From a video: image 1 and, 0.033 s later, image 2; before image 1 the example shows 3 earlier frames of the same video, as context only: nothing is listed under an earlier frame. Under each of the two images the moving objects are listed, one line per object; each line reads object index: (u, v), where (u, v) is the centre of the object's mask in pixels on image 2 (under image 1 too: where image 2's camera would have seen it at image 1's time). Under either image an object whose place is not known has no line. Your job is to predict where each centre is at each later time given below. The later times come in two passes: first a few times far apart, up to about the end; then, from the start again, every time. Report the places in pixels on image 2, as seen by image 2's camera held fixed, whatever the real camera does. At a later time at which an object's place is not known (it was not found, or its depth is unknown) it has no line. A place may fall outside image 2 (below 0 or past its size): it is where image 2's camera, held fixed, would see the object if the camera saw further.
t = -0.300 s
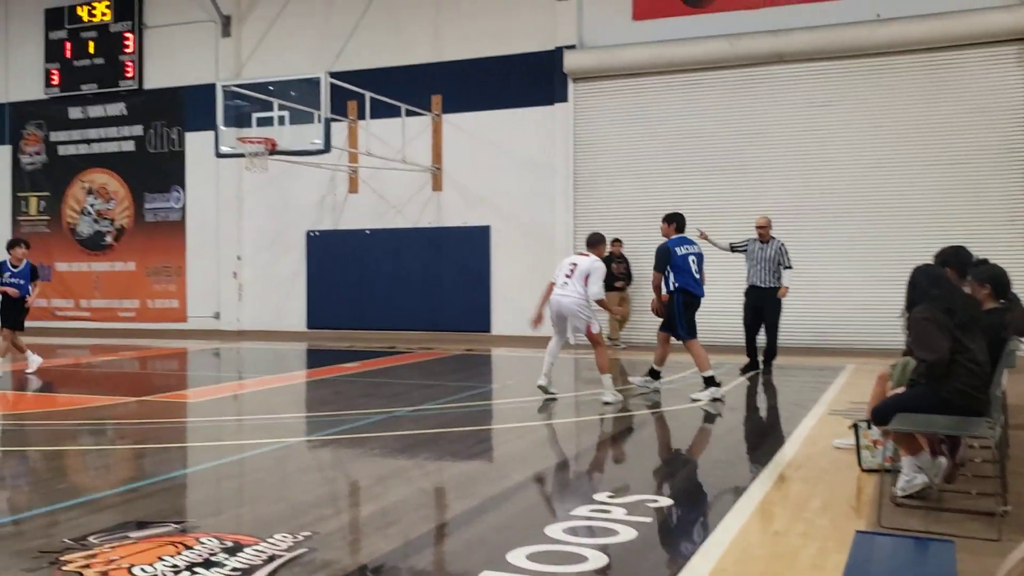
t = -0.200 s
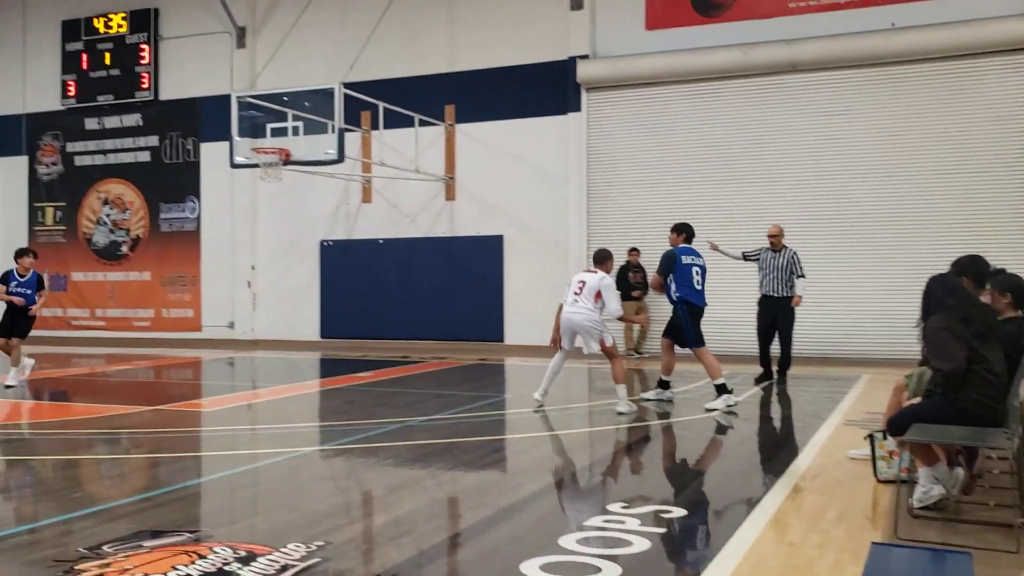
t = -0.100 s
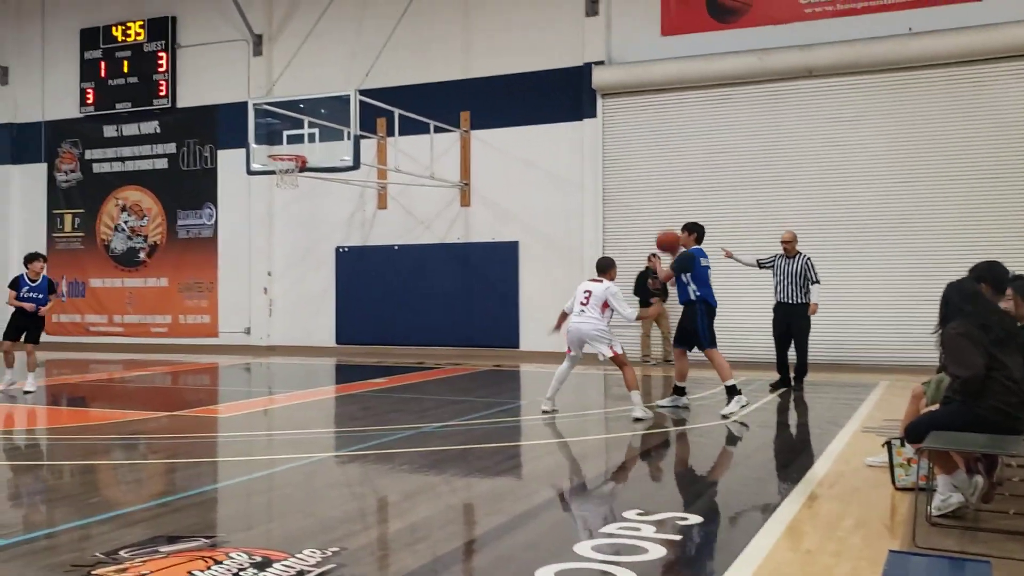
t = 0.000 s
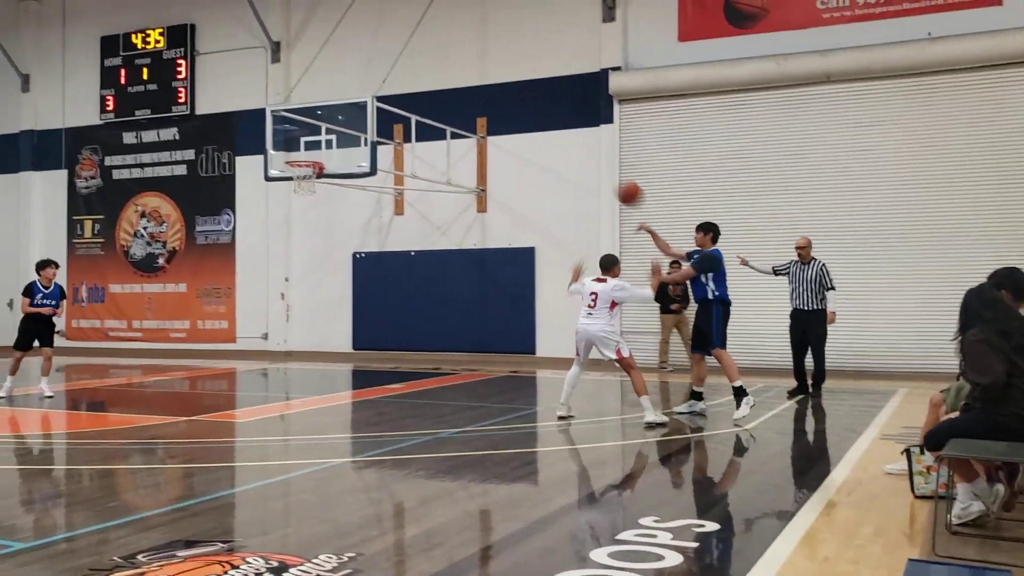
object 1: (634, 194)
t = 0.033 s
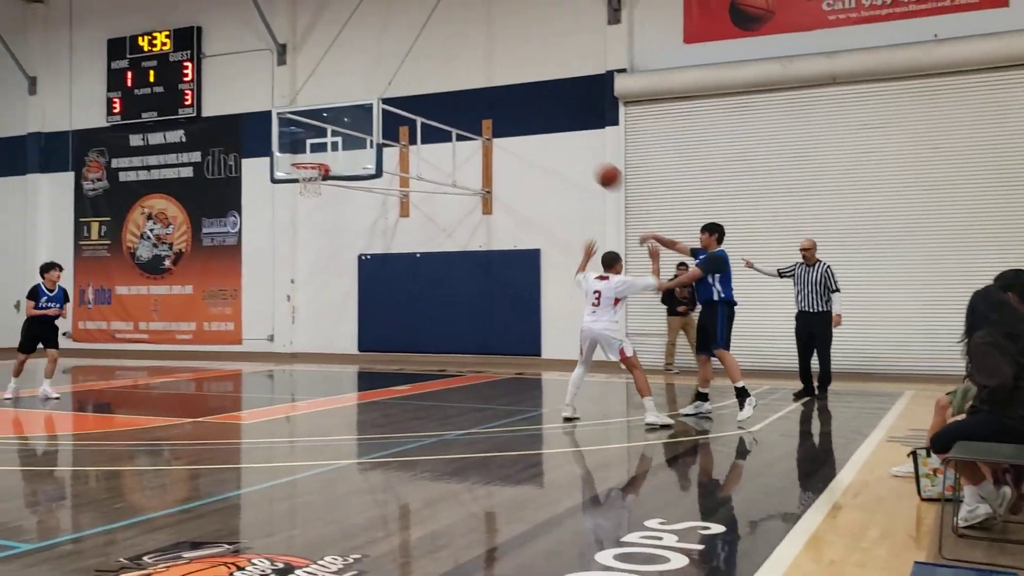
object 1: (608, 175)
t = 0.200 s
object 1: (476, 96)
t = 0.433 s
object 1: (267, 15)
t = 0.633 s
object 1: (66, -12)
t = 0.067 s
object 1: (582, 158)
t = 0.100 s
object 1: (555, 139)
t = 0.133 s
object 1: (529, 124)
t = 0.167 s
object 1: (503, 109)
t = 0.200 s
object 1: (476, 96)
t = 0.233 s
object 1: (447, 80)
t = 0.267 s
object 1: (418, 67)
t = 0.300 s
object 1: (389, 55)
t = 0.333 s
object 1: (359, 44)
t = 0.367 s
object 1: (330, 33)
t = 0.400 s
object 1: (300, 24)
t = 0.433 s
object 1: (267, 15)
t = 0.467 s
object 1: (235, 8)
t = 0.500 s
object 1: (203, 2)
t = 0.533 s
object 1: (169, -4)
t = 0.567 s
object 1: (137, -7)
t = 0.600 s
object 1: (102, -10)
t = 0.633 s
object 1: (66, -12)
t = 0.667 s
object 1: (32, -11)
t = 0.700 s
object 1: (-4, -10)
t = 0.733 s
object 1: (-41, -7)
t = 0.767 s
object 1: (-80, -4)
